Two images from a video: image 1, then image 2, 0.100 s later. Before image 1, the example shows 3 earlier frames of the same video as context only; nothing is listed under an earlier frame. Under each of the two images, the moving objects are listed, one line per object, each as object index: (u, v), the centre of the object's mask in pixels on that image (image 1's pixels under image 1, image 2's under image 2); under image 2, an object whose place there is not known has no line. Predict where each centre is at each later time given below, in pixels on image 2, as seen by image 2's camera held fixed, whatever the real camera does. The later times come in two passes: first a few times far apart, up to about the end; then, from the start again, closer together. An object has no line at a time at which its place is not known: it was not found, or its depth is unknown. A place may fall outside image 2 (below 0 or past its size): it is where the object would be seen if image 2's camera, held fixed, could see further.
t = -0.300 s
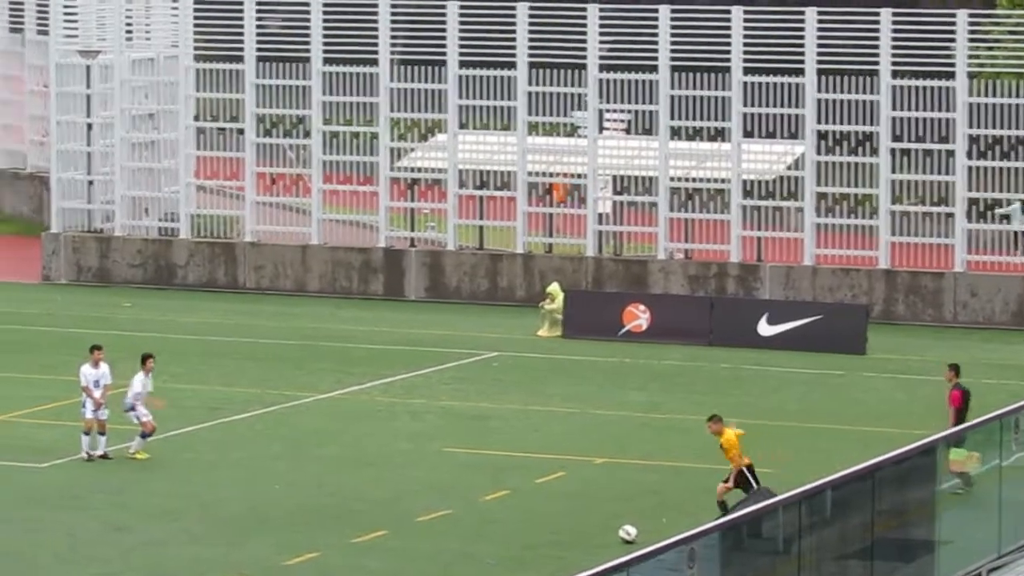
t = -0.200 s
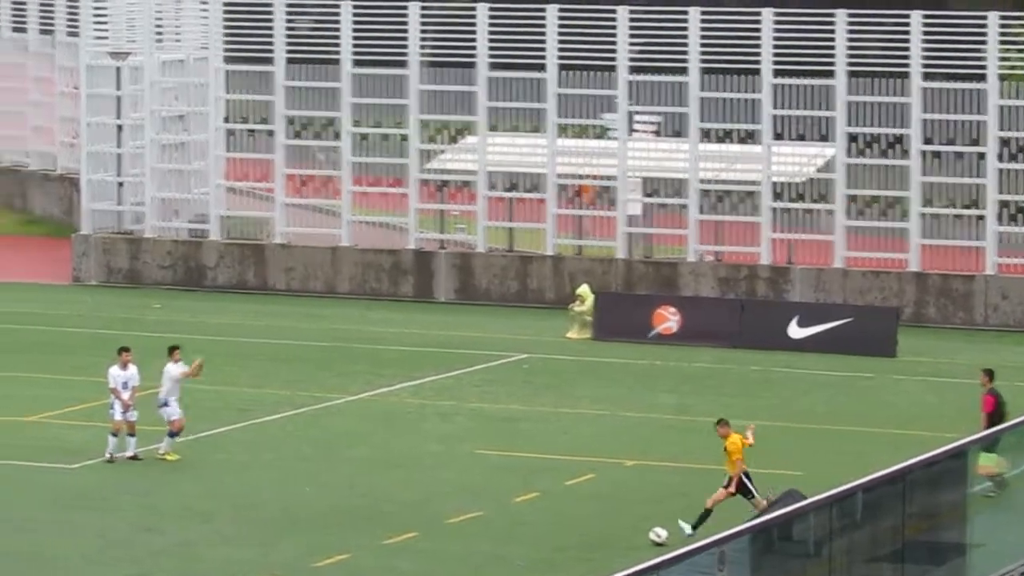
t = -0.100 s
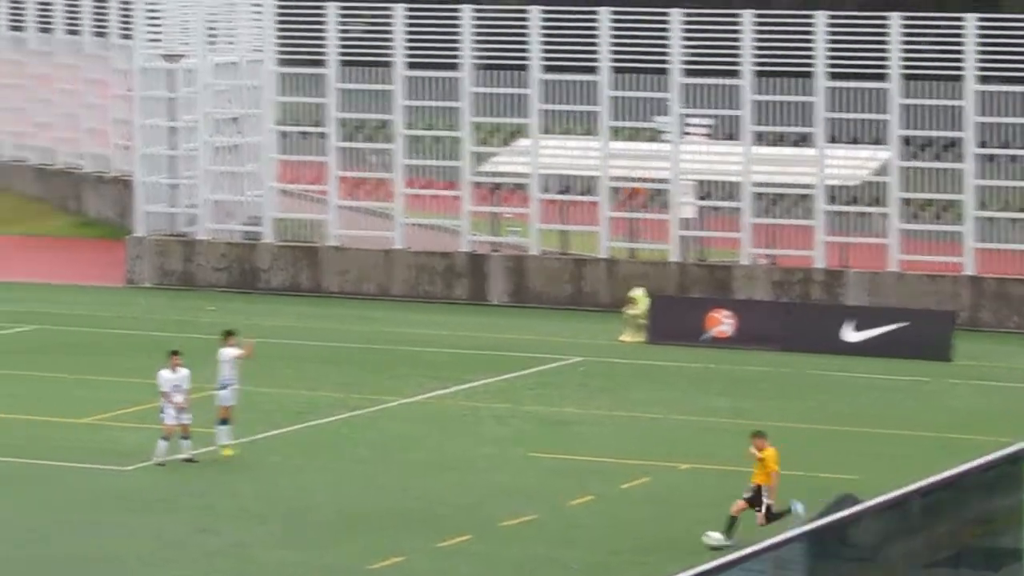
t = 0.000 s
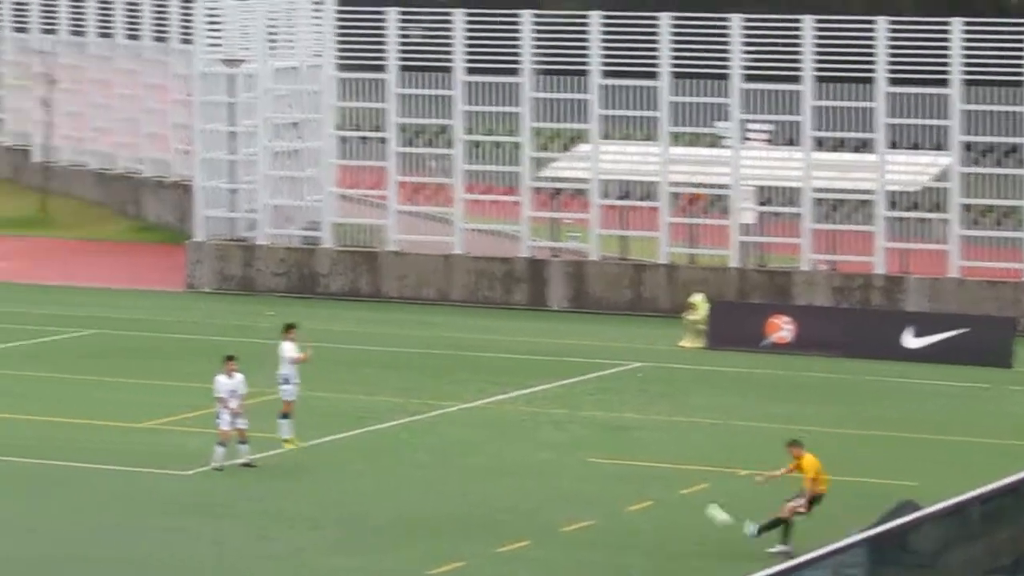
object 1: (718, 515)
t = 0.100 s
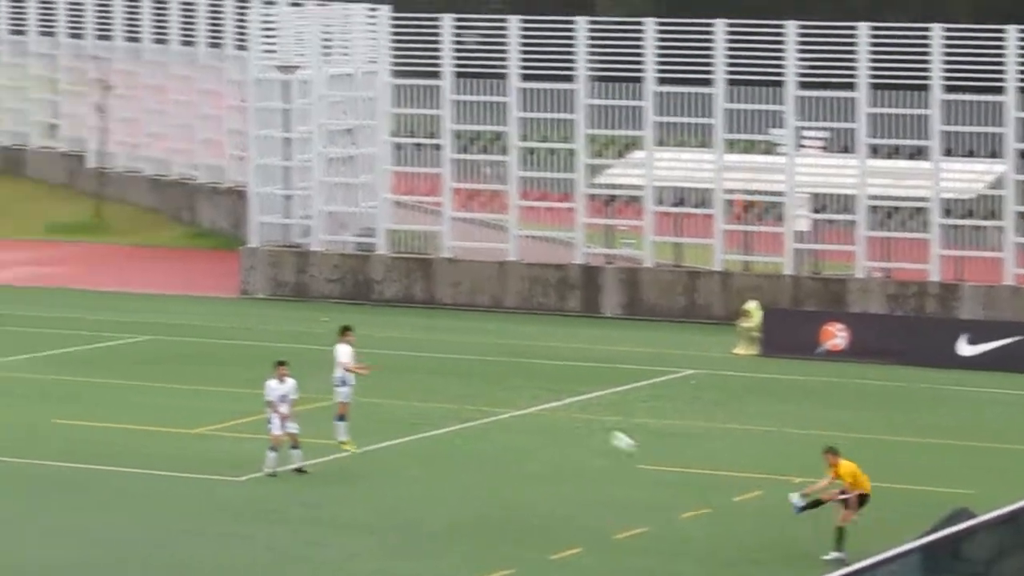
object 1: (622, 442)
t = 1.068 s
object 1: (-97, 127)
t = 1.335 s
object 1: (-155, 145)
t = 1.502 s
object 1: (-170, 173)
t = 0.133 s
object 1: (576, 418)
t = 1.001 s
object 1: (-74, 128)
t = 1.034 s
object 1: (-86, 128)
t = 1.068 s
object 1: (-97, 127)
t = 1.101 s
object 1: (-108, 127)
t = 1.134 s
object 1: (-116, 128)
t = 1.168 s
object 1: (-125, 129)
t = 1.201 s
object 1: (-133, 132)
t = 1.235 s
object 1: (-139, 134)
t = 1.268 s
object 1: (-146, 137)
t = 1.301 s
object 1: (-150, 142)
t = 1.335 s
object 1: (-155, 145)
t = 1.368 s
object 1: (-159, 150)
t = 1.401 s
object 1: (-162, 155)
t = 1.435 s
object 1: (-166, 161)
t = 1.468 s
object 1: (-168, 166)
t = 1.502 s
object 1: (-170, 173)
